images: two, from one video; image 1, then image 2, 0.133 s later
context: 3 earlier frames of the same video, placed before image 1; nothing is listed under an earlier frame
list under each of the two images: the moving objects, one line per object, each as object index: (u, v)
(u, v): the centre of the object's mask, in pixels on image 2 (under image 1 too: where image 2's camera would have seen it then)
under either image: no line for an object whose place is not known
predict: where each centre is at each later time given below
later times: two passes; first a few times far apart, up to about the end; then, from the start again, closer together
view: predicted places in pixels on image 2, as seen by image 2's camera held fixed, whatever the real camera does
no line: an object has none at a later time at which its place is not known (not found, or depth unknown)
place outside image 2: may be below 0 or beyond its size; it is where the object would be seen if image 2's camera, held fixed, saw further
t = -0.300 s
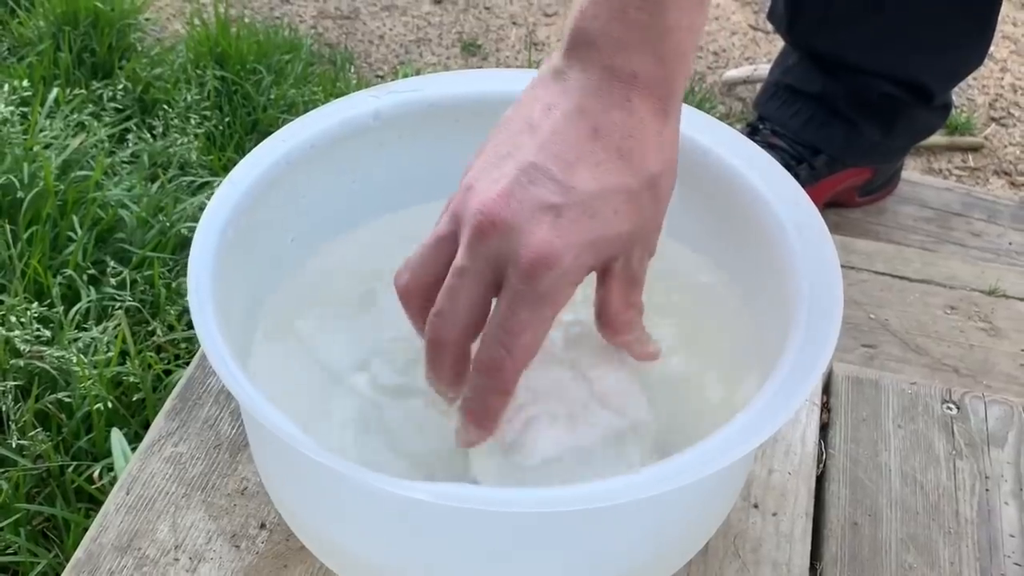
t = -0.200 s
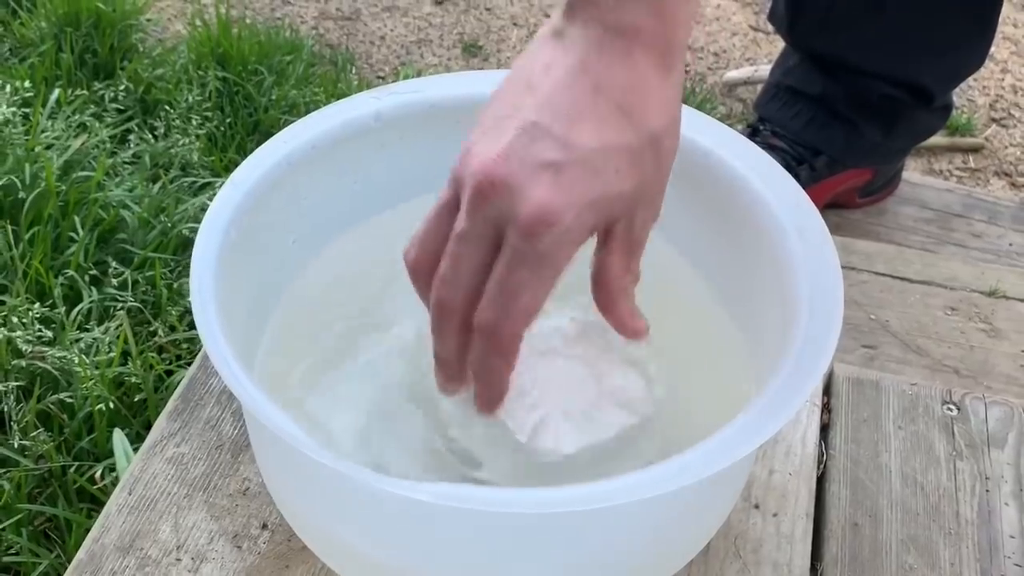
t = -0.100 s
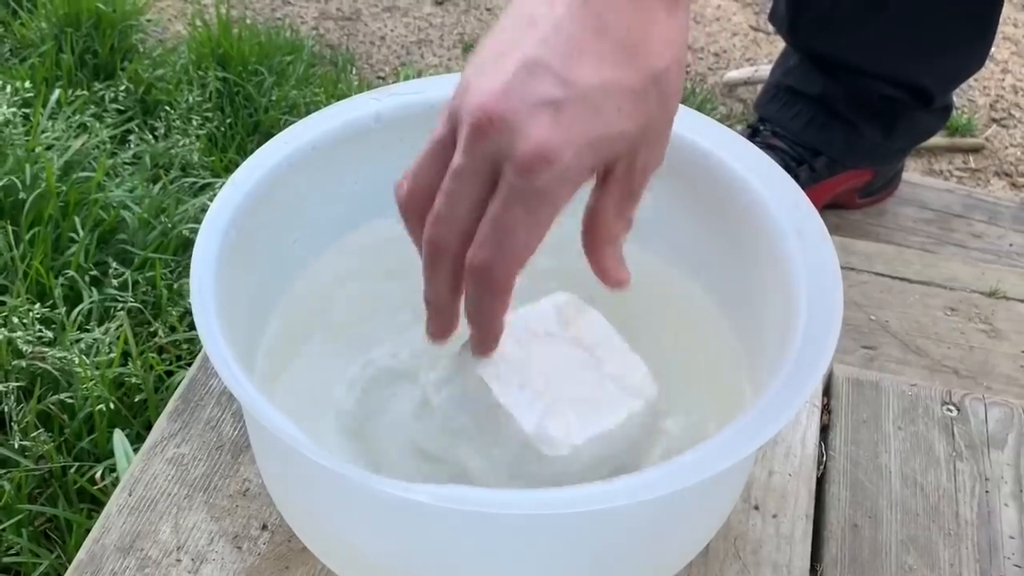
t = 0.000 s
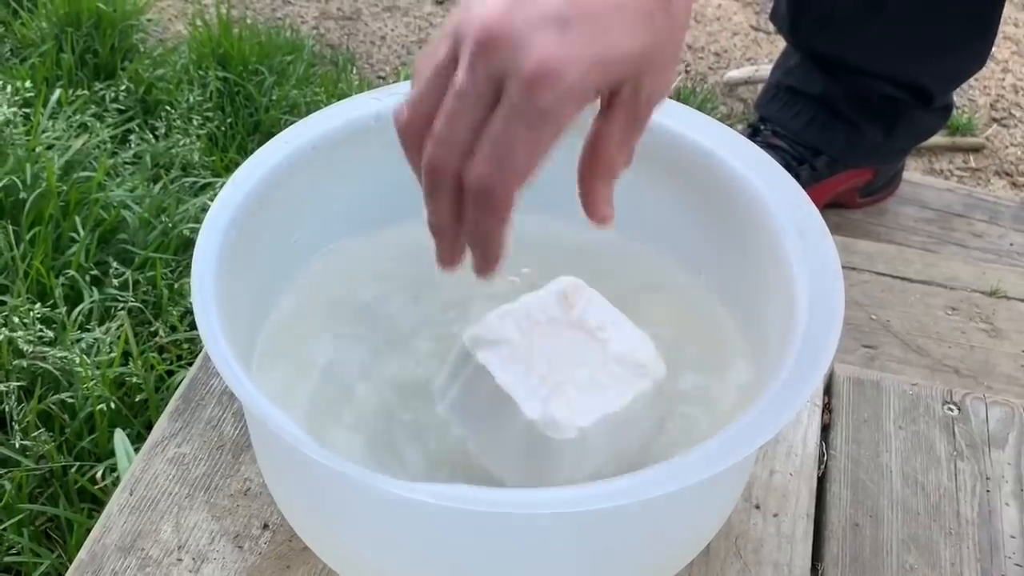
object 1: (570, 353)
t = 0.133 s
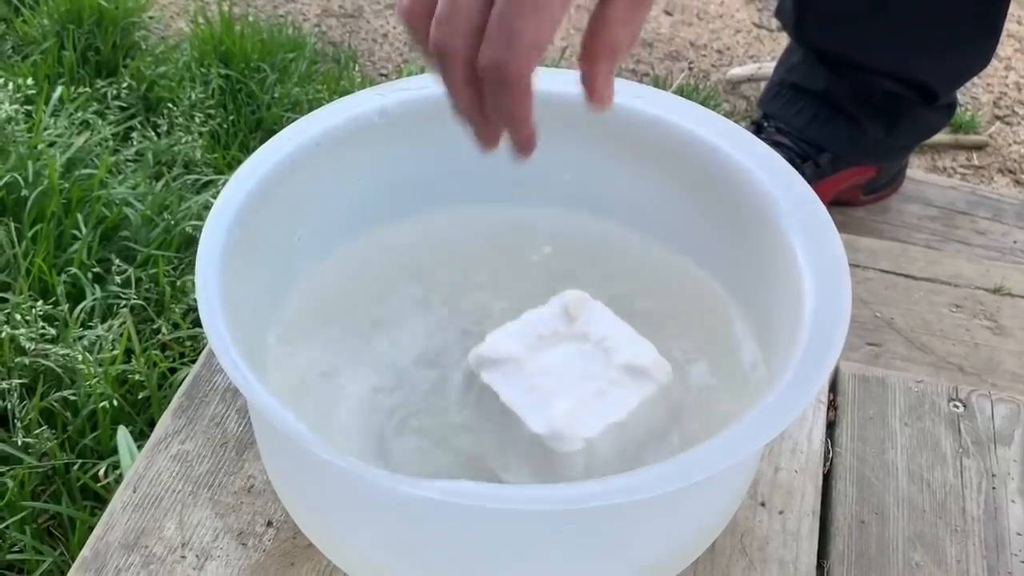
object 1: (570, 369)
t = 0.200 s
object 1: (564, 379)
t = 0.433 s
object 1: (555, 384)
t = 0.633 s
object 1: (569, 394)
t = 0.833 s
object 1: (571, 403)
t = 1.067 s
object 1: (547, 413)
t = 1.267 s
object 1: (563, 420)
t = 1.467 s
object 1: (543, 424)
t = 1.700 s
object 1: (541, 433)
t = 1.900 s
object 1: (537, 432)
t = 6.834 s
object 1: (476, 384)
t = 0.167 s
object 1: (568, 375)
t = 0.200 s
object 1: (564, 379)
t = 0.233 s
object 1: (560, 383)
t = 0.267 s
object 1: (558, 385)
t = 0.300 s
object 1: (556, 386)
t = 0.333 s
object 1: (554, 386)
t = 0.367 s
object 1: (554, 386)
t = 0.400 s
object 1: (554, 385)
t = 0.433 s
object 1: (555, 384)
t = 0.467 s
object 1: (556, 383)
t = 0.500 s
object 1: (558, 383)
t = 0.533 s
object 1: (560, 385)
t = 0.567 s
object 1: (564, 387)
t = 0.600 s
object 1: (567, 390)
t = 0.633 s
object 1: (569, 394)
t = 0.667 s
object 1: (572, 397)
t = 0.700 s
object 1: (574, 401)
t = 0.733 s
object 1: (574, 402)
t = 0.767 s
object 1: (575, 403)
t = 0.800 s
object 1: (573, 403)
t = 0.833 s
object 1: (571, 403)
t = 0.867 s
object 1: (567, 403)
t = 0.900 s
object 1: (563, 403)
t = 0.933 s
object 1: (559, 404)
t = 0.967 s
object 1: (554, 405)
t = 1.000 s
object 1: (551, 408)
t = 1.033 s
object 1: (548, 411)
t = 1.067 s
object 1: (547, 413)
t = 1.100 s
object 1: (548, 415)
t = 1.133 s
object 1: (550, 416)
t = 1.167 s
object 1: (553, 417)
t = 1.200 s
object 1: (557, 418)
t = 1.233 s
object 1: (560, 419)
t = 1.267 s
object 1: (563, 420)
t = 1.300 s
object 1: (563, 420)
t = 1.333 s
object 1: (562, 421)
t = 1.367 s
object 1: (559, 422)
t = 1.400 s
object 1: (554, 423)
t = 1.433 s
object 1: (549, 424)
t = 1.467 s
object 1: (543, 424)
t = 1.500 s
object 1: (539, 425)
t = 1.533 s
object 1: (535, 427)
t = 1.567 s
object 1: (534, 428)
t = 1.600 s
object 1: (535, 430)
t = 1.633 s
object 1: (536, 431)
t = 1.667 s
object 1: (539, 432)
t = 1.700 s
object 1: (541, 433)
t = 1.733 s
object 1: (544, 433)
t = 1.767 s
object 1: (544, 433)
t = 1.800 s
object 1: (544, 432)
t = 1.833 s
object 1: (543, 432)
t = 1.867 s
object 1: (540, 432)
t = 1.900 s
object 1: (537, 432)
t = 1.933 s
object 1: (533, 432)
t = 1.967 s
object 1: (529, 433)
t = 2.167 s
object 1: (509, 437)
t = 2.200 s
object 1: (508, 437)
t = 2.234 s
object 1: (507, 438)
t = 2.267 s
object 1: (507, 438)
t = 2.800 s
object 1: (494, 432)
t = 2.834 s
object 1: (497, 430)
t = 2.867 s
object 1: (500, 428)
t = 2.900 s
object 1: (503, 426)
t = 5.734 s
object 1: (490, 393)
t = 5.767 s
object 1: (490, 394)
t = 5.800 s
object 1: (492, 393)
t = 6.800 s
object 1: (473, 384)
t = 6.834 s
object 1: (476, 384)
